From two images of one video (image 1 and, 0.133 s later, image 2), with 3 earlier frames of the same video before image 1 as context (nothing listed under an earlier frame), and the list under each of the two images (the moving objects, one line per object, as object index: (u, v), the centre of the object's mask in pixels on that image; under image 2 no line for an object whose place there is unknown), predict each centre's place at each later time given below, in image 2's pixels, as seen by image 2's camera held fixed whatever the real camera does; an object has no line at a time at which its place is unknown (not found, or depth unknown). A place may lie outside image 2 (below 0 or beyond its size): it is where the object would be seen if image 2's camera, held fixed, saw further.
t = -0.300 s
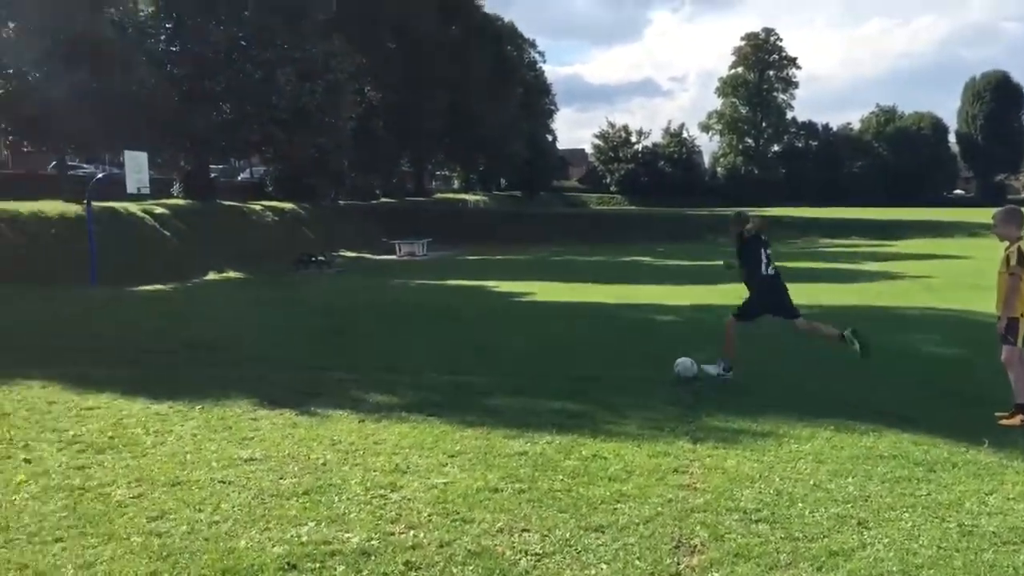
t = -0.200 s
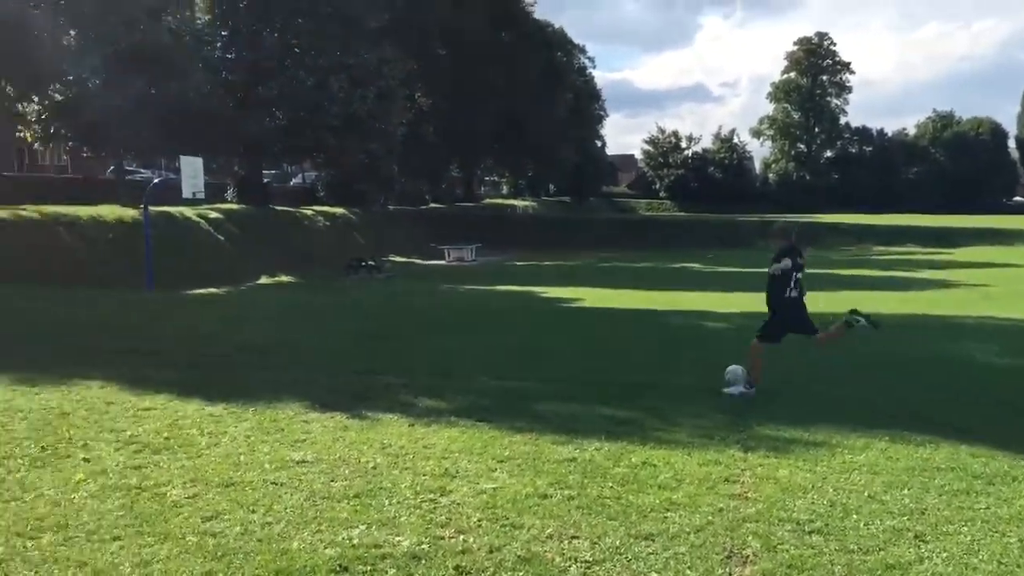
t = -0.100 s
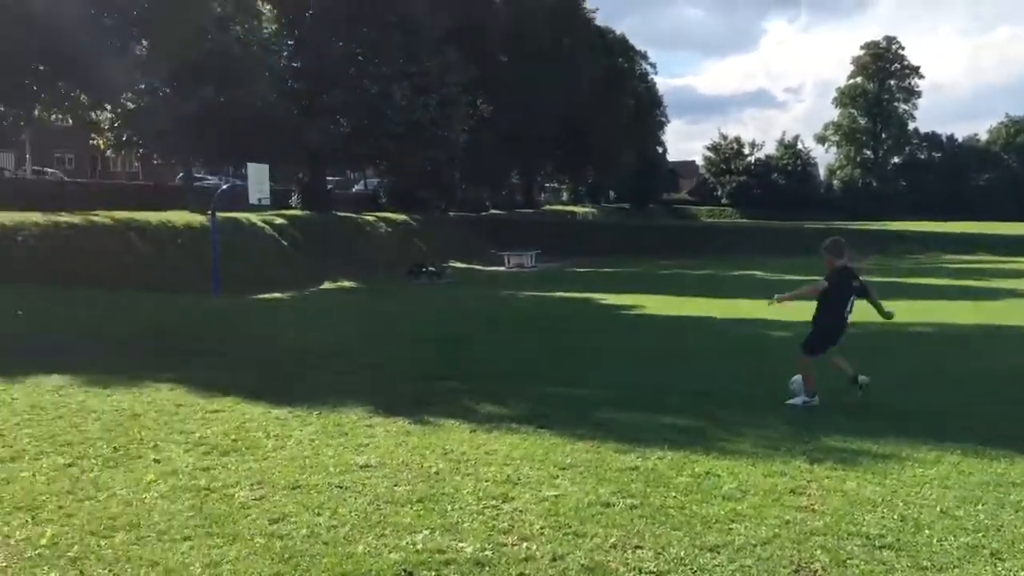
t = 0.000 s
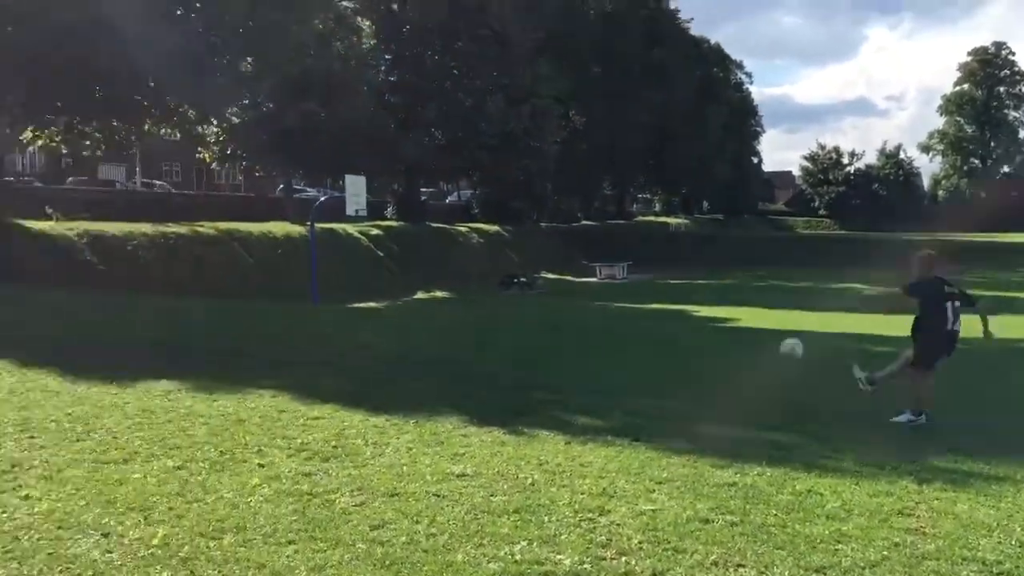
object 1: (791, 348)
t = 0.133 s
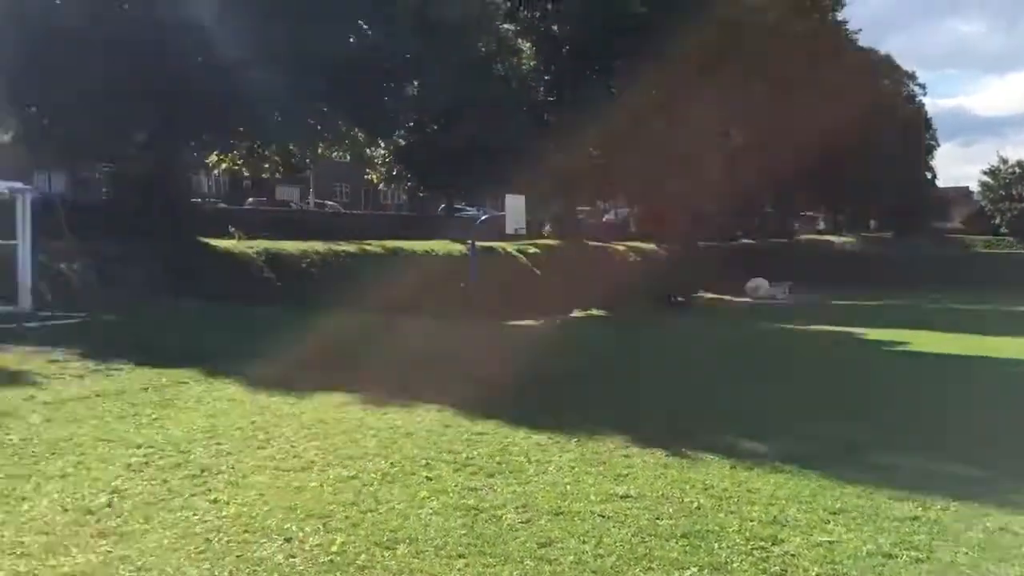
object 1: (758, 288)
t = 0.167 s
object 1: (711, 272)
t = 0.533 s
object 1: (309, 191)
